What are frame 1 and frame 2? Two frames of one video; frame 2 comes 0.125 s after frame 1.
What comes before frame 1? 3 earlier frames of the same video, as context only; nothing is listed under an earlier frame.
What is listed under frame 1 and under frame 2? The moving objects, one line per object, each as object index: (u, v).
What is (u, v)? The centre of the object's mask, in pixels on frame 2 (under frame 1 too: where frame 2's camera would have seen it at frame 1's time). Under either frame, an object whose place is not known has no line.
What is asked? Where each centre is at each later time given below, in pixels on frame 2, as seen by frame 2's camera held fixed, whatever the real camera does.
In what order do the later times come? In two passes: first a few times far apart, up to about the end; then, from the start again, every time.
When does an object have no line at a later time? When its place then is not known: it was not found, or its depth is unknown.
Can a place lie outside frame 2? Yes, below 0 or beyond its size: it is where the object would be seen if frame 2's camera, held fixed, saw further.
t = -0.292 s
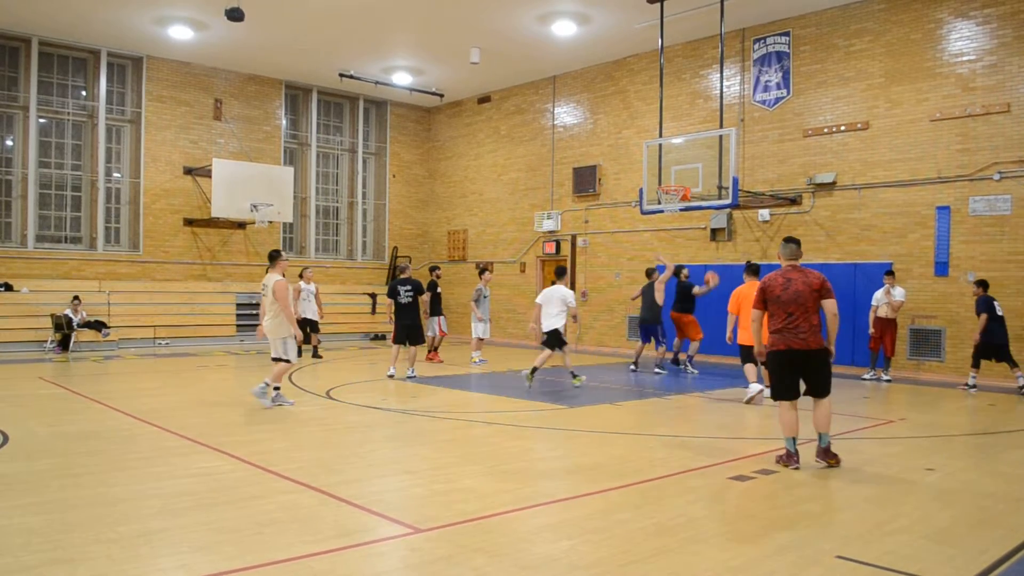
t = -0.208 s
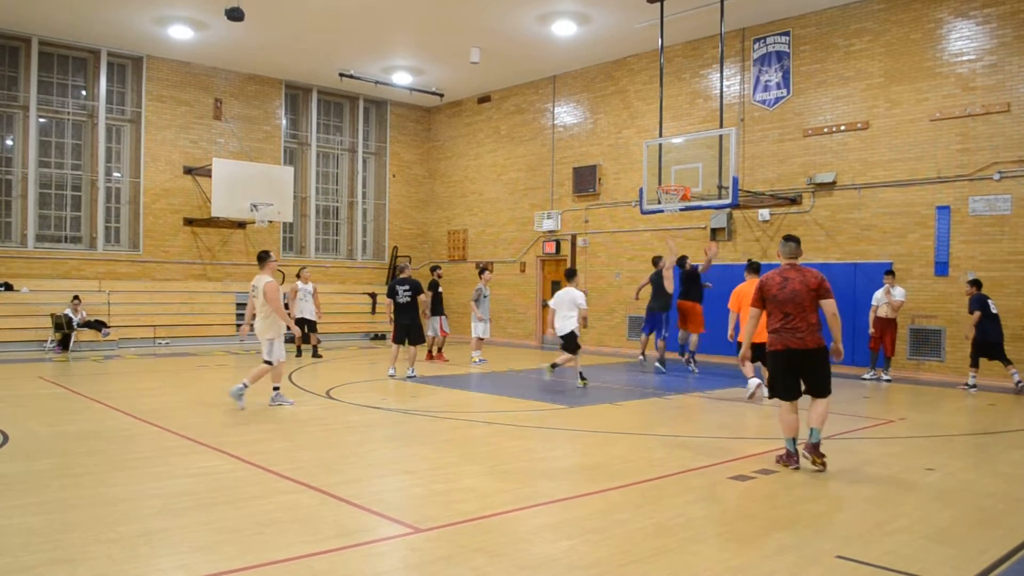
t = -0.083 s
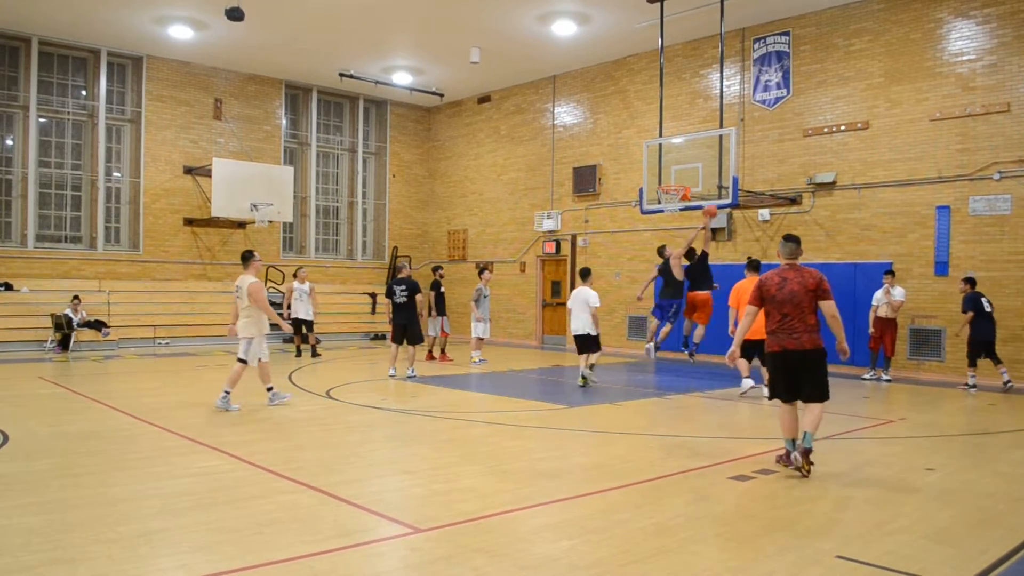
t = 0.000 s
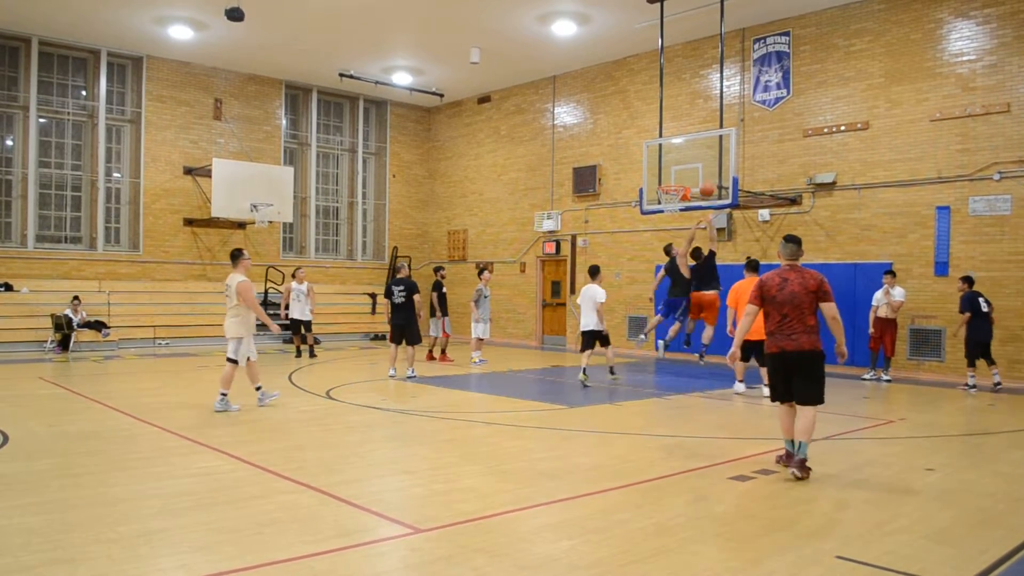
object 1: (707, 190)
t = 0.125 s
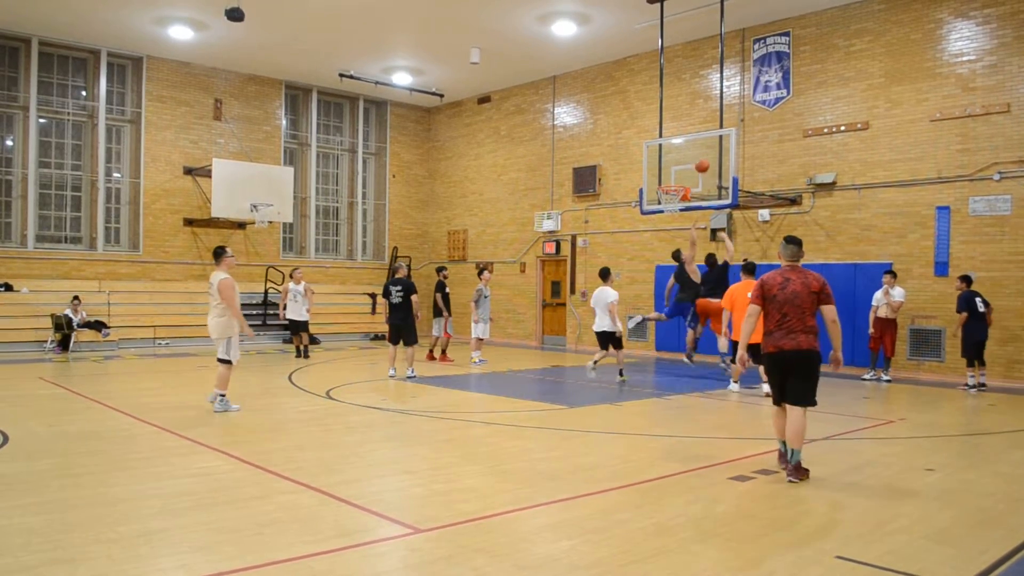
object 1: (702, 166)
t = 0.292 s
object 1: (695, 150)
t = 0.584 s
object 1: (669, 178)
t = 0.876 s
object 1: (680, 177)
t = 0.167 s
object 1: (700, 160)
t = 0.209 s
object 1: (699, 155)
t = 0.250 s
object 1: (698, 151)
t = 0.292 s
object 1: (695, 150)
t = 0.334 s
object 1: (692, 151)
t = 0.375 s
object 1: (688, 153)
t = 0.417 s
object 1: (684, 156)
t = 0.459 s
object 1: (681, 160)
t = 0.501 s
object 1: (677, 165)
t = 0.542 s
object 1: (673, 171)
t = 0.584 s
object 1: (669, 178)
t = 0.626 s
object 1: (667, 181)
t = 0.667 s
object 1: (669, 179)
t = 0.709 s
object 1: (671, 177)
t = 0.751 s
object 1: (673, 176)
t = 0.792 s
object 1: (675, 175)
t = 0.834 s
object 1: (677, 175)
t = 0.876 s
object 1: (680, 177)
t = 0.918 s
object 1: (682, 180)
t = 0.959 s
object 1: (684, 184)
